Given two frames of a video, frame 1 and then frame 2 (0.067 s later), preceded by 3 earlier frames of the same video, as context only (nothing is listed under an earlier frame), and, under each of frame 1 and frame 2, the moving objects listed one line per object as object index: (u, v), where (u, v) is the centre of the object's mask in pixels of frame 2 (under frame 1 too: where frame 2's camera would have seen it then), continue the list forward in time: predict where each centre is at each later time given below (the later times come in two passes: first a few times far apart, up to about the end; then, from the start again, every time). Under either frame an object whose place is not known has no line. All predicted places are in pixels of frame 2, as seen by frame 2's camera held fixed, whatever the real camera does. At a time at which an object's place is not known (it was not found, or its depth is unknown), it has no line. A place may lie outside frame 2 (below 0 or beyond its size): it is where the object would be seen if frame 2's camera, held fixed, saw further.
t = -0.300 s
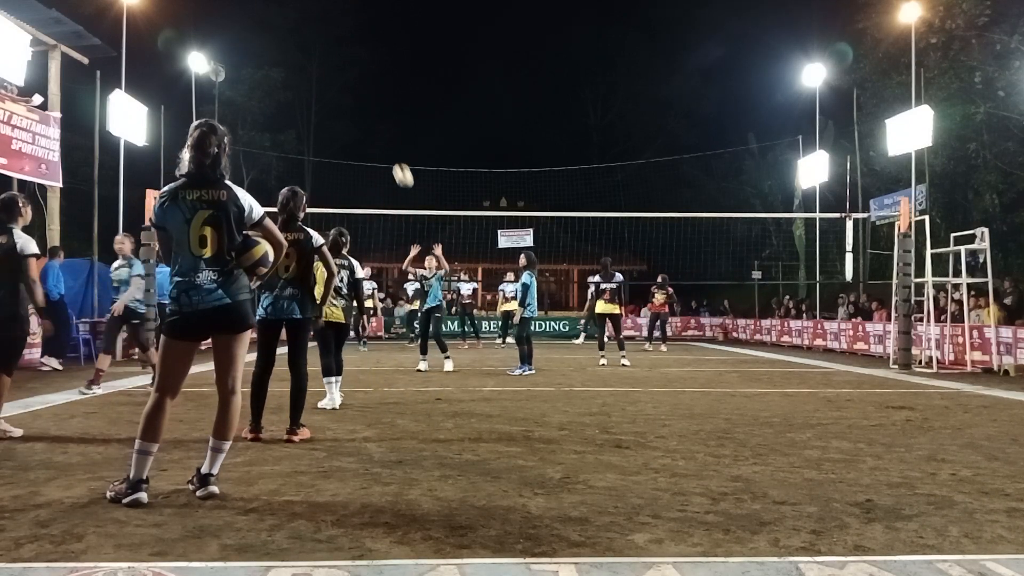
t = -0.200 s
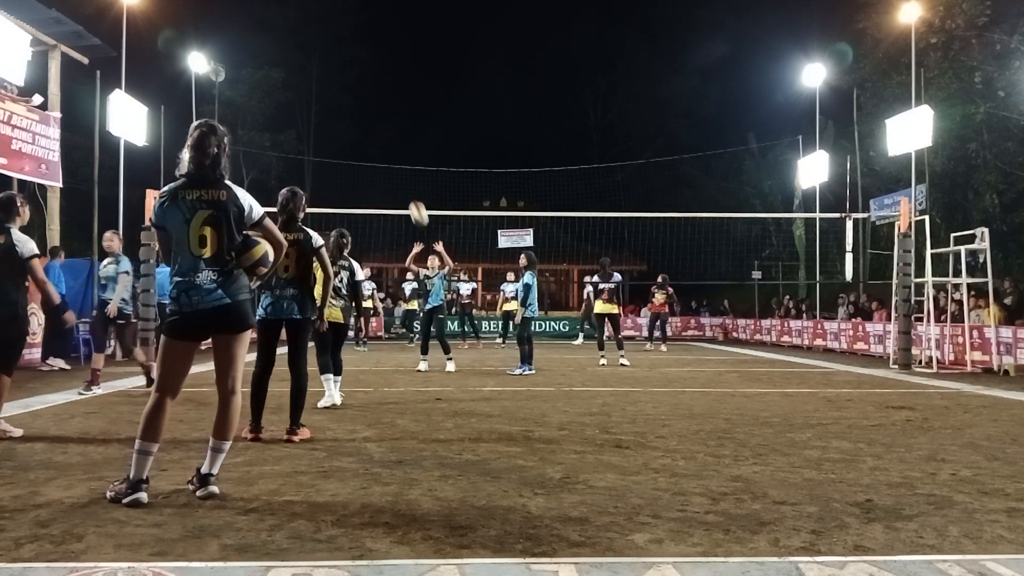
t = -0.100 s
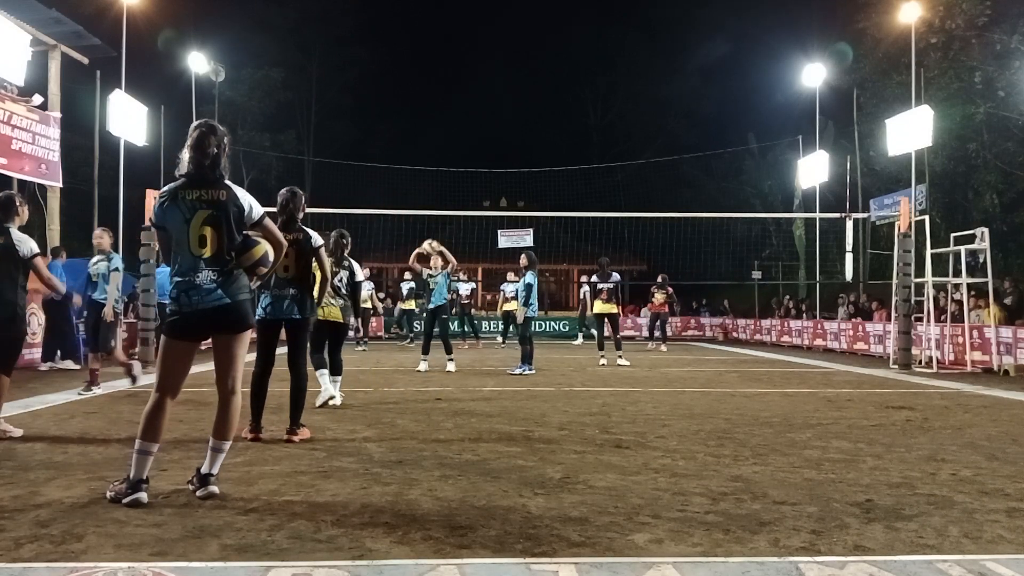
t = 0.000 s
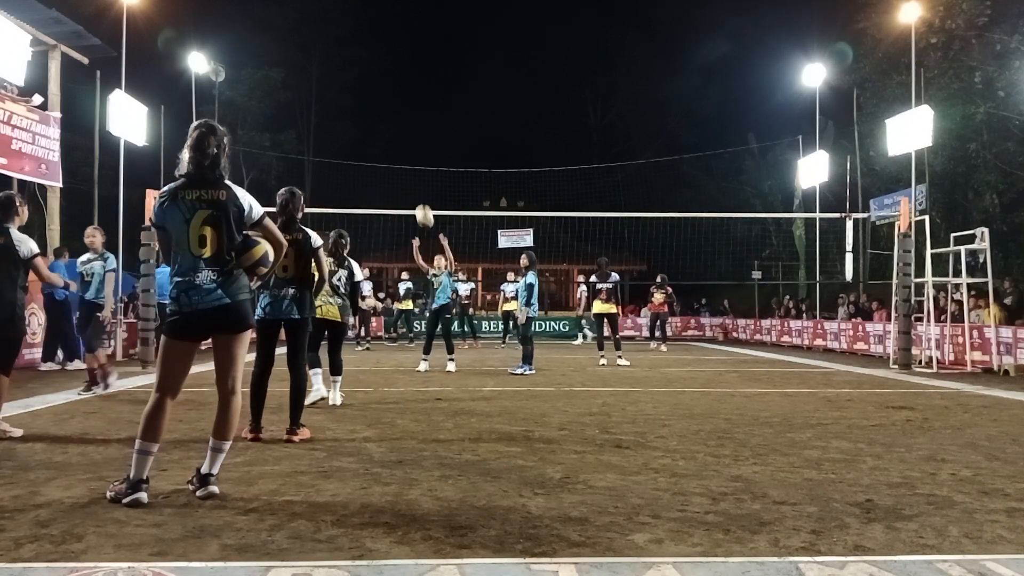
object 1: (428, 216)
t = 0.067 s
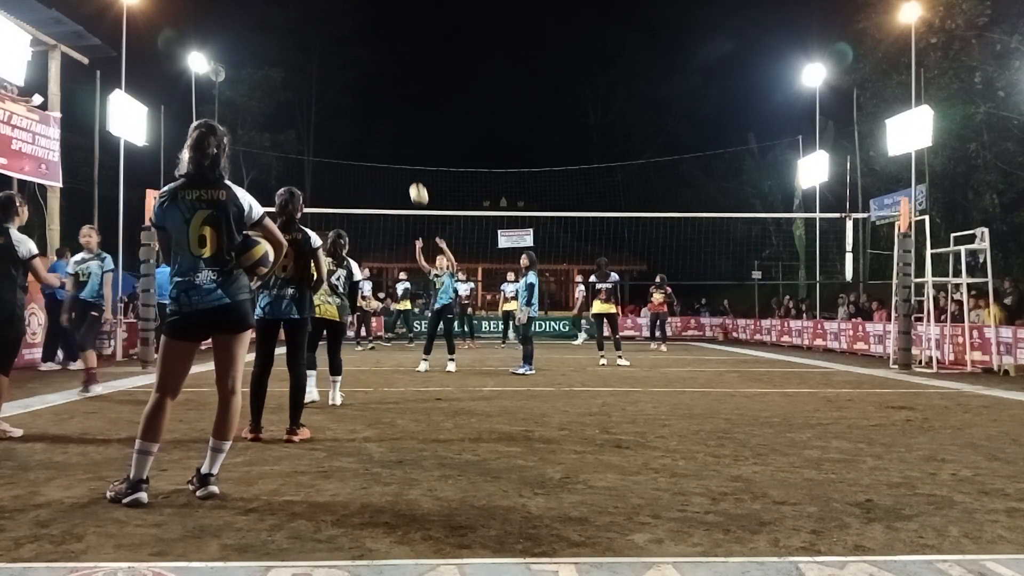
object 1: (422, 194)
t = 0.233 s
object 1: (403, 151)
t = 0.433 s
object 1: (382, 124)
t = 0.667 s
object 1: (355, 136)
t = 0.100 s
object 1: (416, 184)
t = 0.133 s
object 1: (412, 175)
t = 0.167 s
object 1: (409, 166)
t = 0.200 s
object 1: (406, 158)
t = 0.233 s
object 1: (403, 151)
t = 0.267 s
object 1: (400, 144)
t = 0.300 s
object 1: (396, 138)
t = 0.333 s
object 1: (393, 134)
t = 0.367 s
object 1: (389, 130)
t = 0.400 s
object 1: (386, 127)
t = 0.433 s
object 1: (382, 124)
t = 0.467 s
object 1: (378, 123)
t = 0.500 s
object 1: (374, 123)
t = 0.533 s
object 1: (371, 123)
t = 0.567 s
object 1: (367, 125)
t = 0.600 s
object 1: (363, 128)
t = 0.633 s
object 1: (359, 131)
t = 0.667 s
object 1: (355, 136)
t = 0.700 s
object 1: (351, 142)
